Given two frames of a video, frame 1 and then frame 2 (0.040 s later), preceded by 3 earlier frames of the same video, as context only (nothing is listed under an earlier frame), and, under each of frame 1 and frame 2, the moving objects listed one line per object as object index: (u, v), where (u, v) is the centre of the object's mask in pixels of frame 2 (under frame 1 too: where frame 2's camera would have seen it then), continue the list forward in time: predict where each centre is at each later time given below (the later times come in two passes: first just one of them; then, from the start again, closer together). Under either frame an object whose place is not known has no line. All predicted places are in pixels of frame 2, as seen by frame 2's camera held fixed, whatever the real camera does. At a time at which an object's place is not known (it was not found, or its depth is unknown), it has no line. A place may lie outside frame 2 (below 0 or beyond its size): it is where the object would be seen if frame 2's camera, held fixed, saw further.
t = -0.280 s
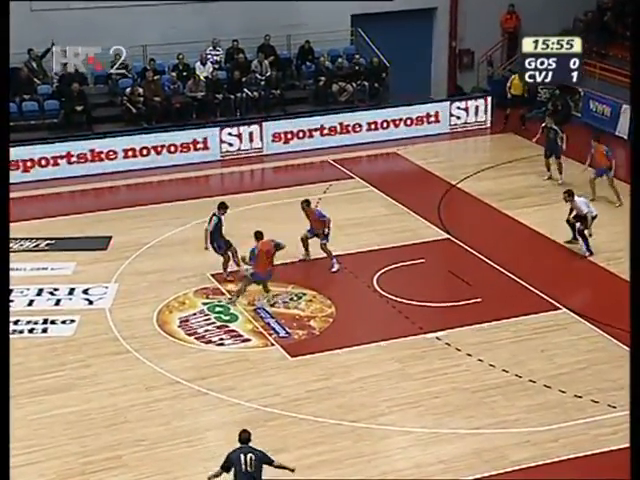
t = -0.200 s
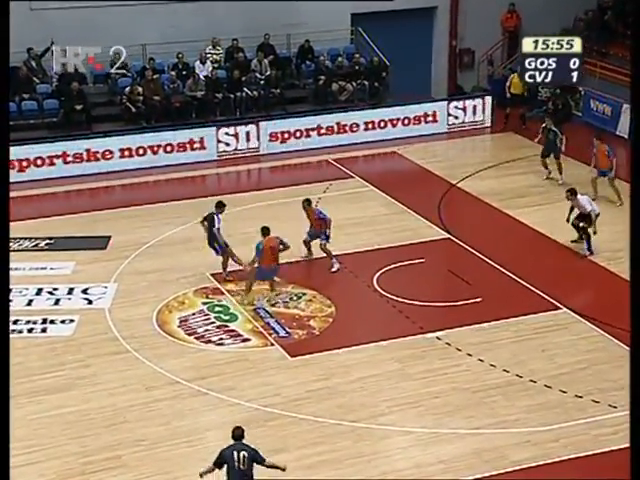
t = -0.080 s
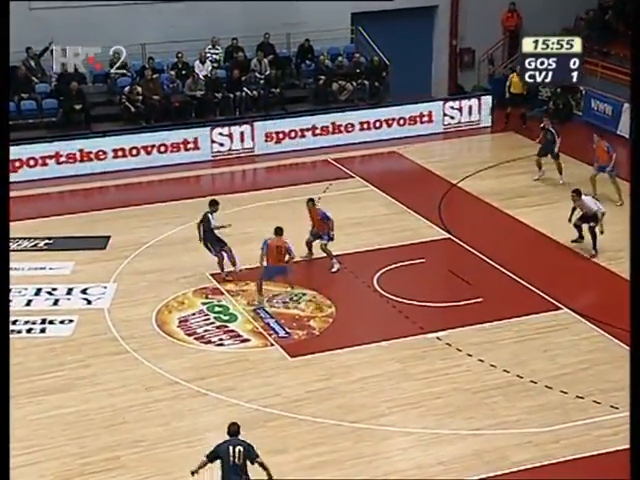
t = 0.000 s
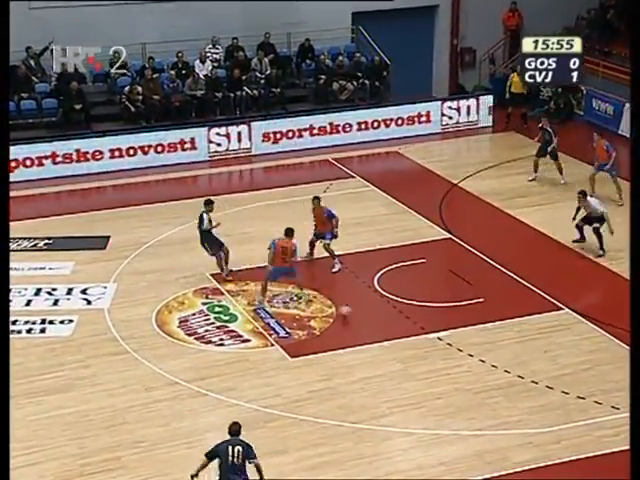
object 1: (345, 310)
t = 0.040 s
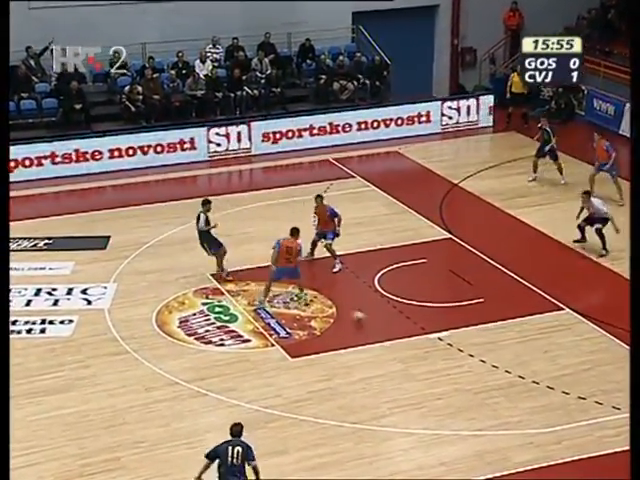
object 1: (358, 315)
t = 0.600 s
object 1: (522, 392)
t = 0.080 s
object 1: (371, 324)
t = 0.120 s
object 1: (384, 330)
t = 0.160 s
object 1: (397, 336)
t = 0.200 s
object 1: (409, 341)
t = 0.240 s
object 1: (420, 347)
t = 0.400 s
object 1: (467, 368)
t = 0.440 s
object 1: (478, 374)
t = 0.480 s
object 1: (490, 379)
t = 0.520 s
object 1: (500, 384)
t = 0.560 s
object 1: (511, 389)
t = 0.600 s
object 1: (522, 392)
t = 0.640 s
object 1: (534, 396)
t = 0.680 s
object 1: (544, 402)
